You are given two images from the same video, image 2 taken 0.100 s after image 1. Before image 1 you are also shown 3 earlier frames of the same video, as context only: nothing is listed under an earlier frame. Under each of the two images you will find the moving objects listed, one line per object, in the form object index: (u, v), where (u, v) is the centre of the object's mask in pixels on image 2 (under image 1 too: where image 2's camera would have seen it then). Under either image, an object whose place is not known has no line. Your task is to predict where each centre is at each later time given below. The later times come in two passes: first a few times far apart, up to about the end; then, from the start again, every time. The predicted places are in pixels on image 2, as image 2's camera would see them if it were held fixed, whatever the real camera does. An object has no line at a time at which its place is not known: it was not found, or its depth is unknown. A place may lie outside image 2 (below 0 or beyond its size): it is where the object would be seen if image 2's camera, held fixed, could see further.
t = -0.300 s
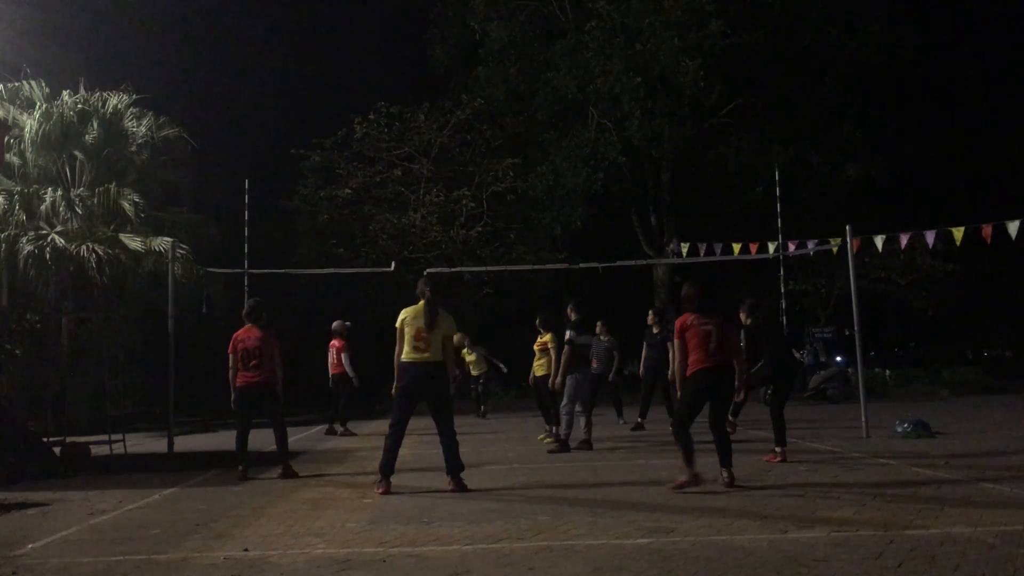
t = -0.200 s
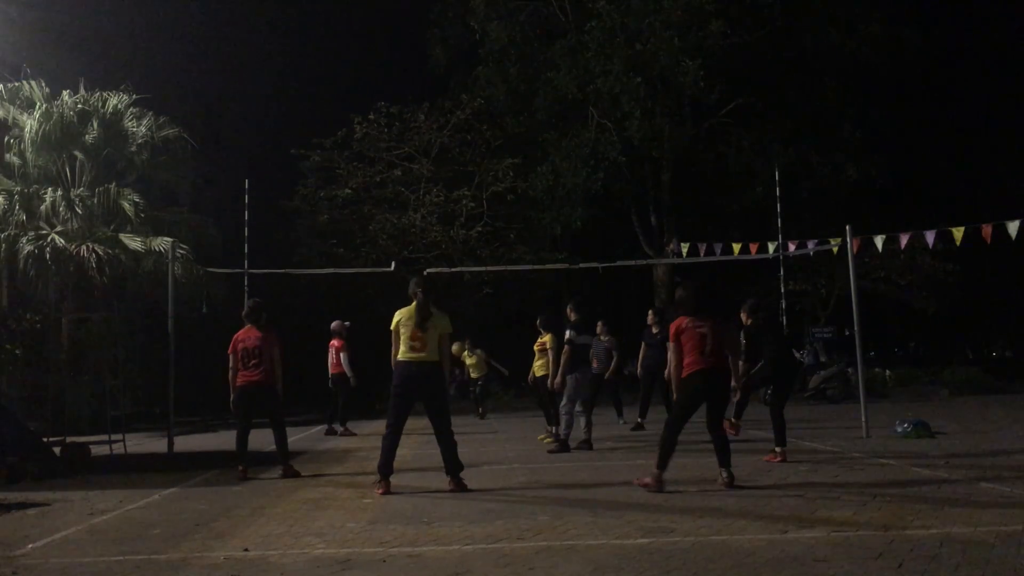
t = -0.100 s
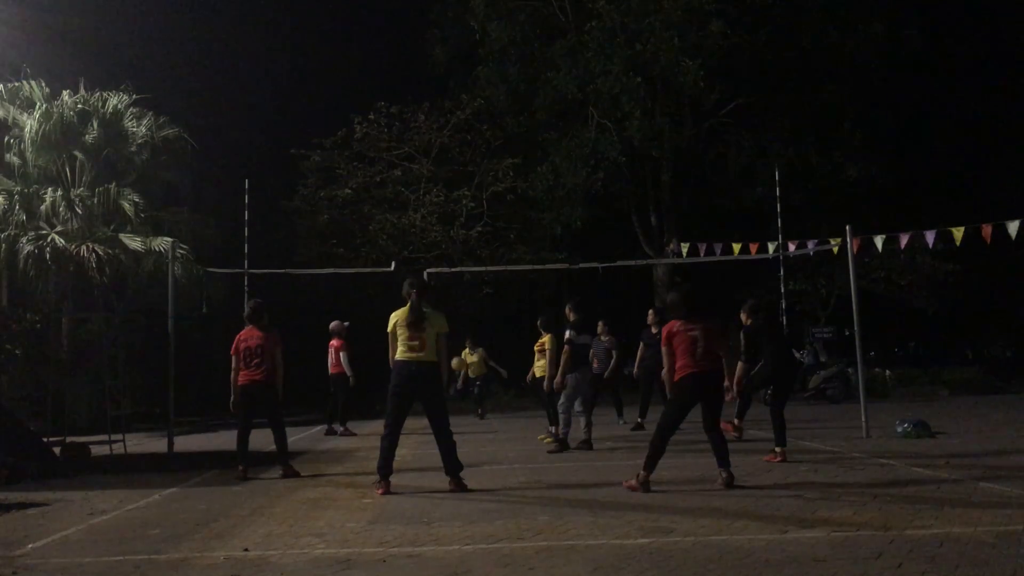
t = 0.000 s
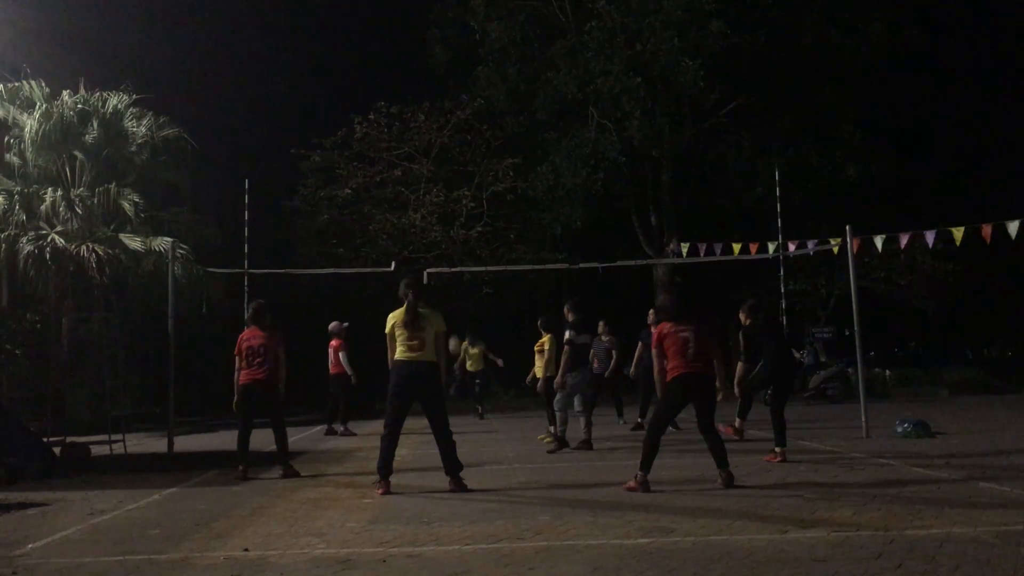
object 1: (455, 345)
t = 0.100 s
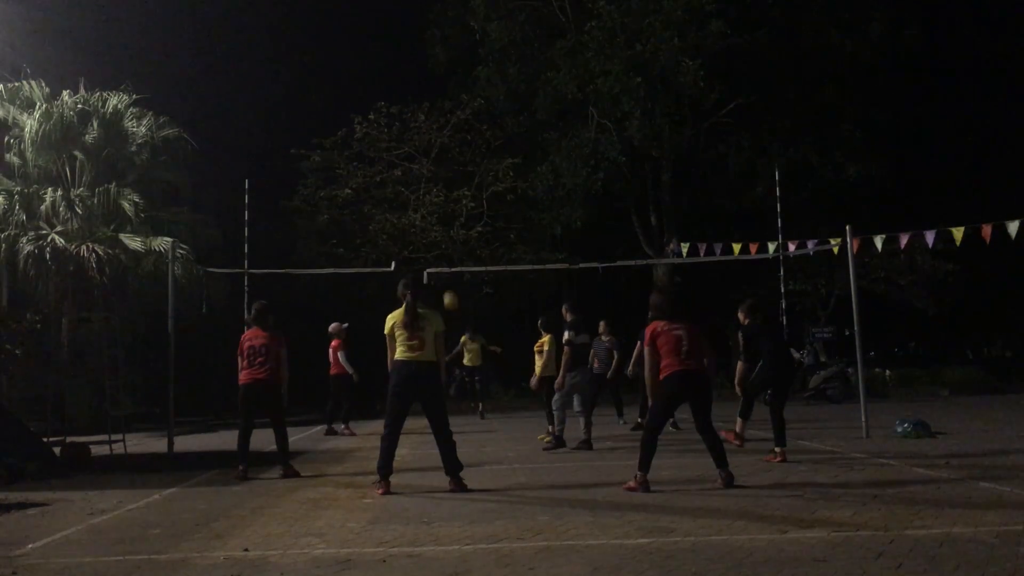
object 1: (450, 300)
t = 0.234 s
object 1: (440, 249)
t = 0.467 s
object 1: (423, 182)
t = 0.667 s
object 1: (407, 152)
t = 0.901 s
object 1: (390, 161)
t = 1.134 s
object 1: (373, 227)
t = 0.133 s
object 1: (448, 287)
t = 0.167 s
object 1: (445, 273)
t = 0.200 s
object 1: (442, 259)
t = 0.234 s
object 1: (440, 249)
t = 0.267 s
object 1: (437, 237)
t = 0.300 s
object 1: (435, 226)
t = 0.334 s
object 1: (432, 216)
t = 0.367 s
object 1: (429, 208)
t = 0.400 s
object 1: (427, 198)
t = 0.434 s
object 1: (425, 190)
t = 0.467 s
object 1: (423, 182)
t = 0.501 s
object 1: (420, 175)
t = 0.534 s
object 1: (418, 168)
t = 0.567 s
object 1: (416, 164)
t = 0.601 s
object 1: (412, 159)
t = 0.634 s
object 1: (410, 155)
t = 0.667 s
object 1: (407, 152)
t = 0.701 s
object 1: (405, 150)
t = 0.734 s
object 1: (402, 150)
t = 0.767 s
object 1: (400, 150)
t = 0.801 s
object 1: (397, 151)
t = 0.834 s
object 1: (395, 153)
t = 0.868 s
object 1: (392, 156)
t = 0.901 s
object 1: (390, 161)
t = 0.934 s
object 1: (388, 165)
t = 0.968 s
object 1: (385, 172)
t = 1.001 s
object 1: (383, 180)
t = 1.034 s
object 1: (380, 190)
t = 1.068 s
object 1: (377, 201)
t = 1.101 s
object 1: (375, 214)
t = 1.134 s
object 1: (373, 227)
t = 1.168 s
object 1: (370, 243)
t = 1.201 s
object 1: (367, 260)
